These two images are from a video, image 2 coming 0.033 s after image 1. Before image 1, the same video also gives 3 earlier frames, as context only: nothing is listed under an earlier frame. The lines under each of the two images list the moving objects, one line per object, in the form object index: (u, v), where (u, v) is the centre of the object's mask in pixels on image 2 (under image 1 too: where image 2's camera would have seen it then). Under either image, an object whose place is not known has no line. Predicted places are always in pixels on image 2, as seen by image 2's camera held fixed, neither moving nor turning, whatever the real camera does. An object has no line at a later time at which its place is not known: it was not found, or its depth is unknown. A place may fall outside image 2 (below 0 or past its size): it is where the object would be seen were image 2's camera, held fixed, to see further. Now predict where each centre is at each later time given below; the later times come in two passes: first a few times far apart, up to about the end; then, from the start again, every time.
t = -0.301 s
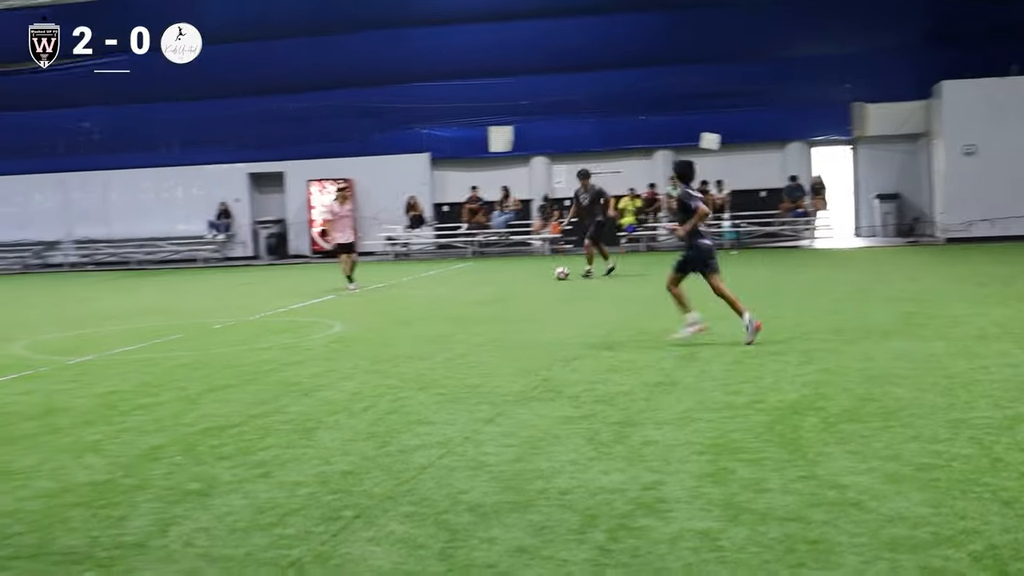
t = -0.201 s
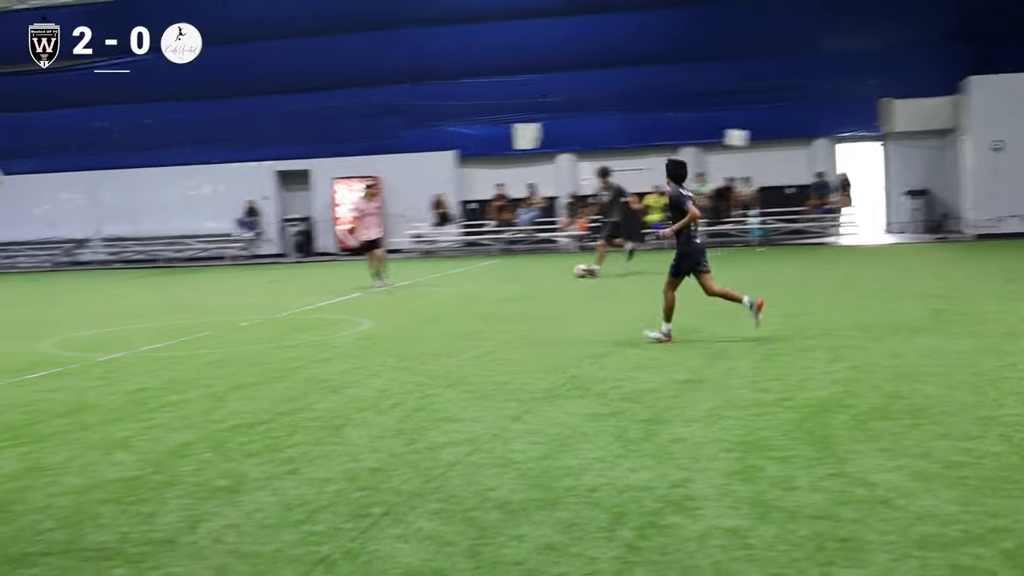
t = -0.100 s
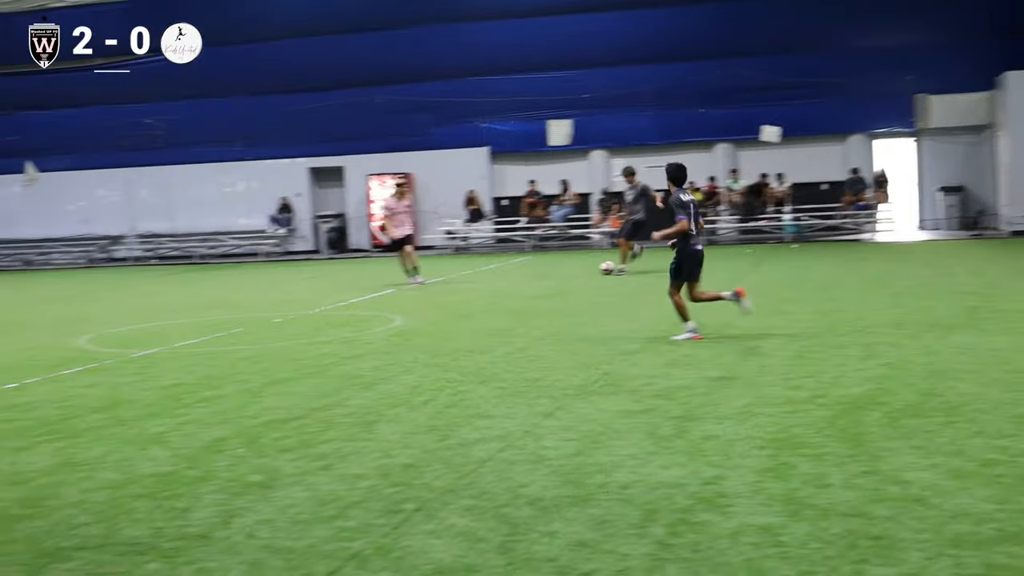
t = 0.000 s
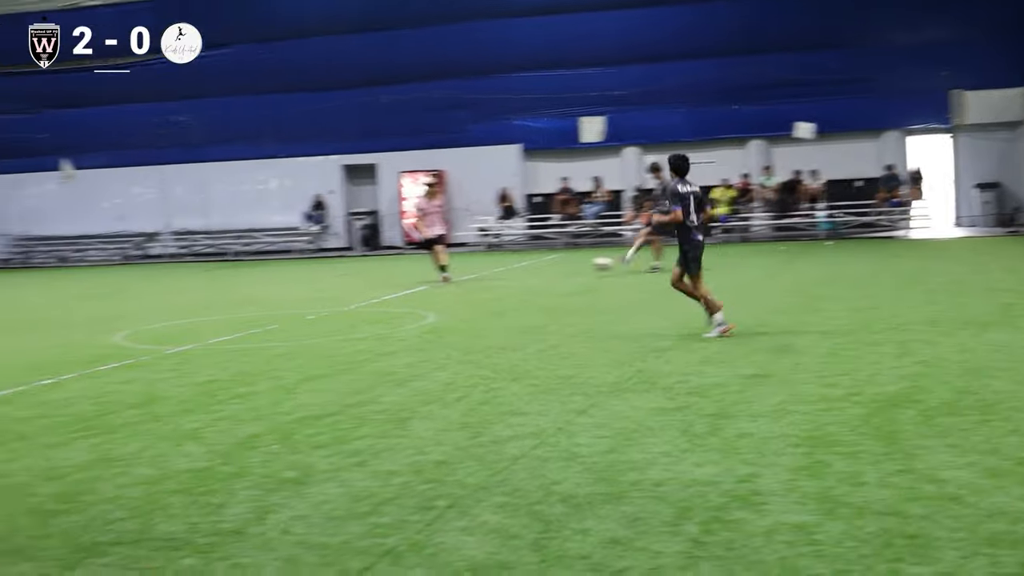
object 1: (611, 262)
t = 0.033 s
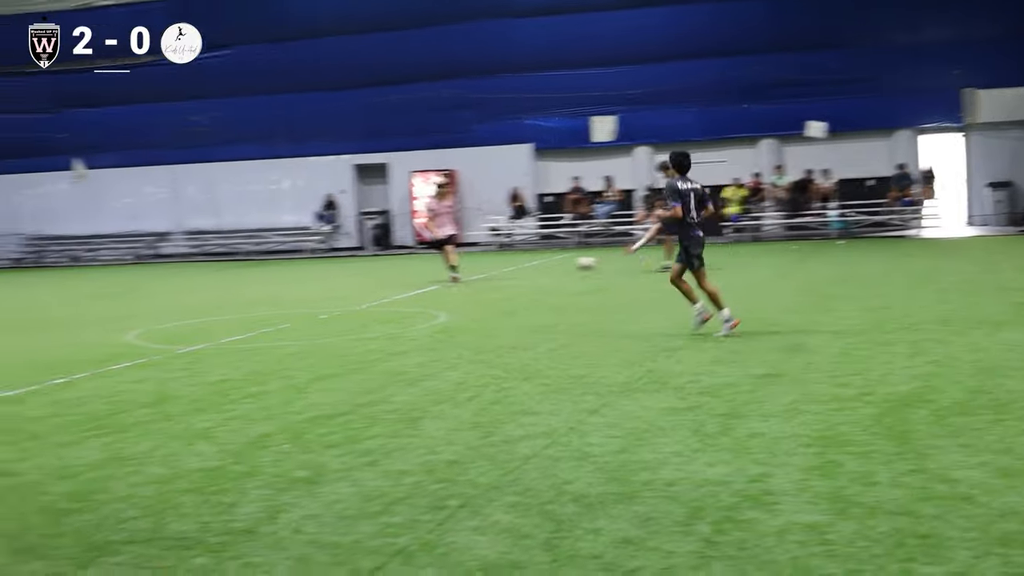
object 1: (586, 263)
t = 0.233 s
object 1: (399, 285)
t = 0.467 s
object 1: (158, 302)
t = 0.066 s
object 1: (556, 264)
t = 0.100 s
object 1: (529, 266)
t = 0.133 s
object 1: (497, 269)
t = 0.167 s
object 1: (464, 274)
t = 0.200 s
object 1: (433, 279)
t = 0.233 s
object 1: (399, 285)
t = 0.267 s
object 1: (363, 293)
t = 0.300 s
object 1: (327, 303)
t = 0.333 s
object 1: (294, 304)
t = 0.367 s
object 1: (260, 302)
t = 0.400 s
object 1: (228, 300)
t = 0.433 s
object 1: (194, 300)
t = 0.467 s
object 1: (158, 302)
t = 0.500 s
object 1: (121, 305)
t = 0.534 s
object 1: (82, 309)
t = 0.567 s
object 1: (42, 314)
